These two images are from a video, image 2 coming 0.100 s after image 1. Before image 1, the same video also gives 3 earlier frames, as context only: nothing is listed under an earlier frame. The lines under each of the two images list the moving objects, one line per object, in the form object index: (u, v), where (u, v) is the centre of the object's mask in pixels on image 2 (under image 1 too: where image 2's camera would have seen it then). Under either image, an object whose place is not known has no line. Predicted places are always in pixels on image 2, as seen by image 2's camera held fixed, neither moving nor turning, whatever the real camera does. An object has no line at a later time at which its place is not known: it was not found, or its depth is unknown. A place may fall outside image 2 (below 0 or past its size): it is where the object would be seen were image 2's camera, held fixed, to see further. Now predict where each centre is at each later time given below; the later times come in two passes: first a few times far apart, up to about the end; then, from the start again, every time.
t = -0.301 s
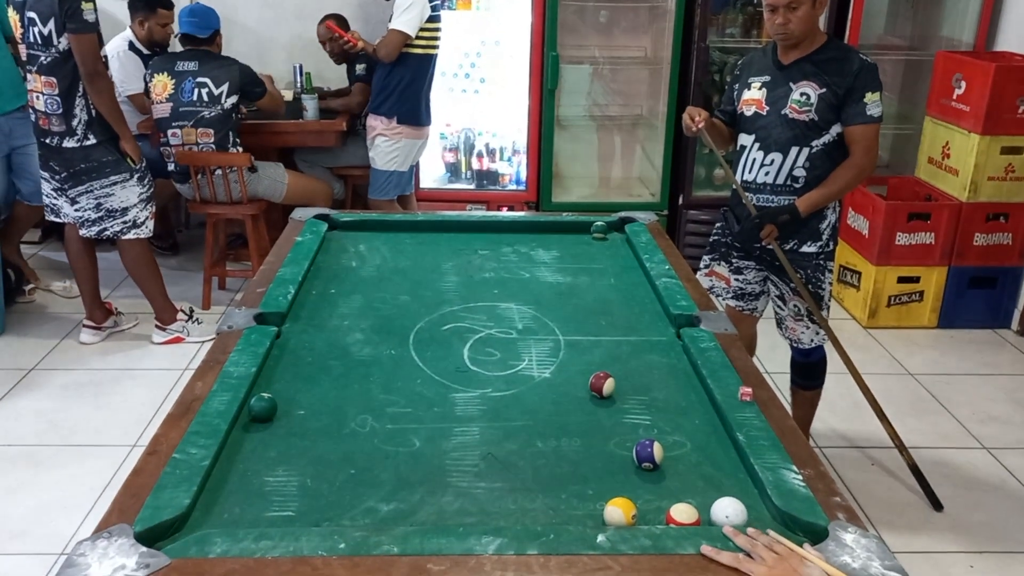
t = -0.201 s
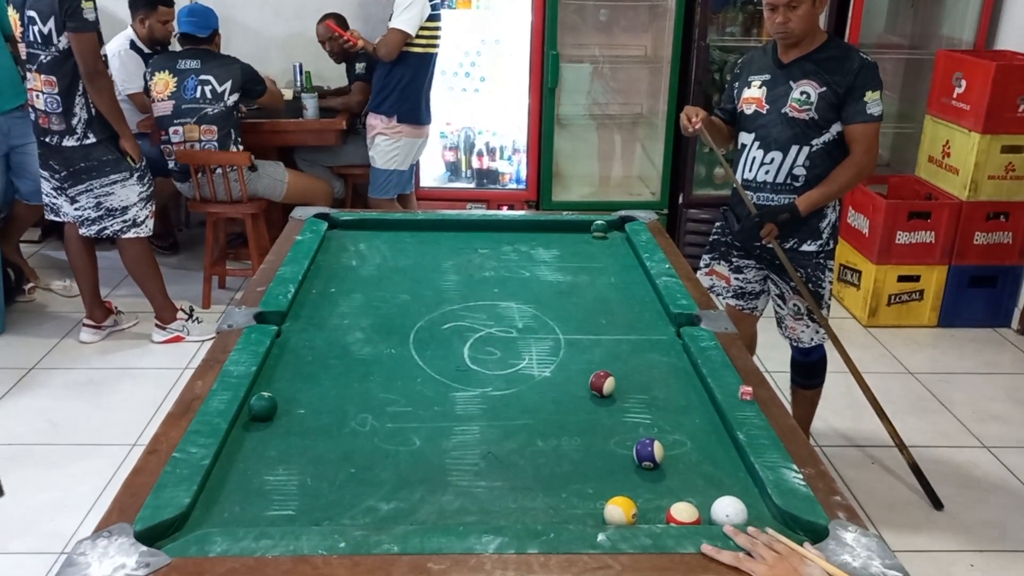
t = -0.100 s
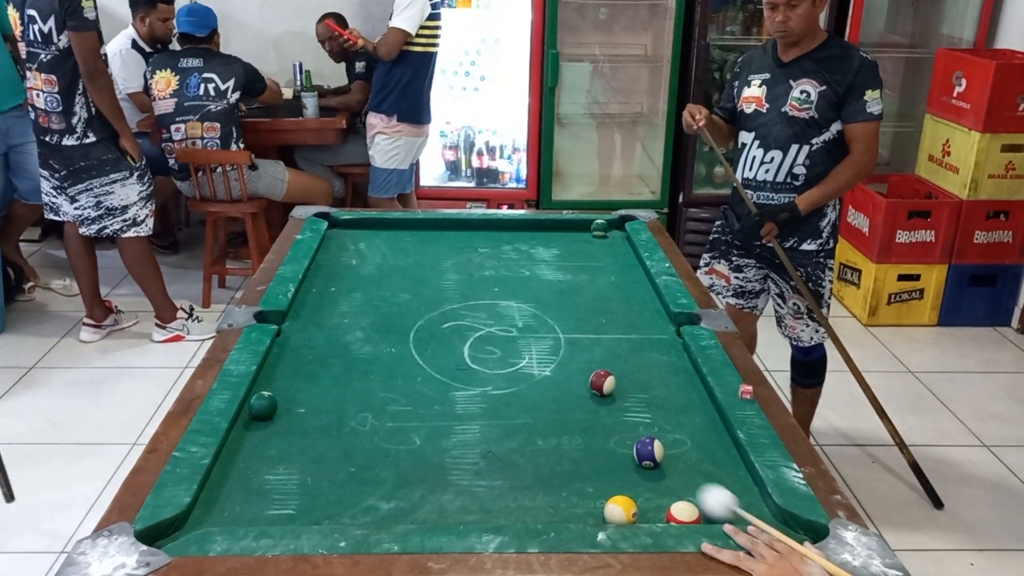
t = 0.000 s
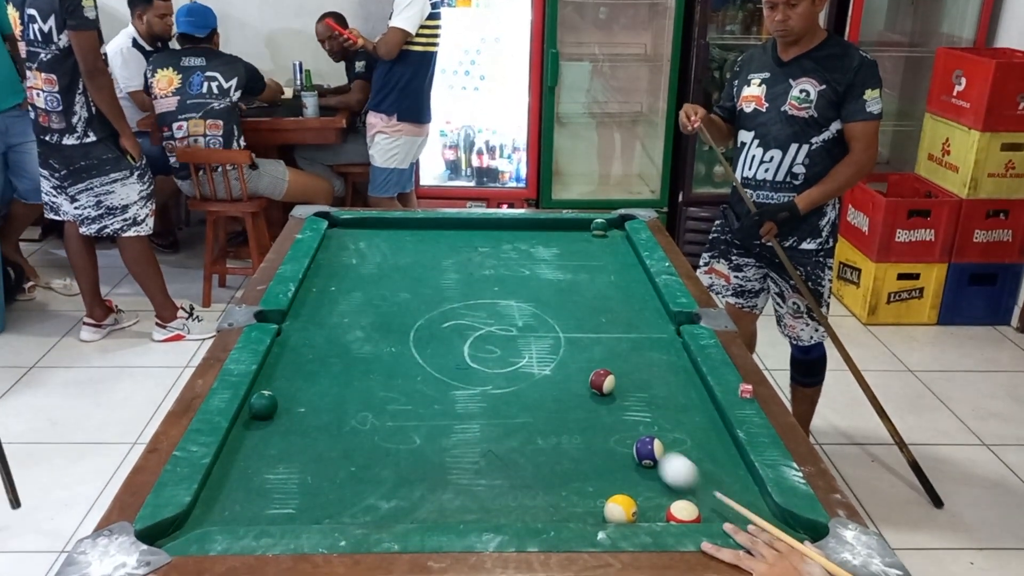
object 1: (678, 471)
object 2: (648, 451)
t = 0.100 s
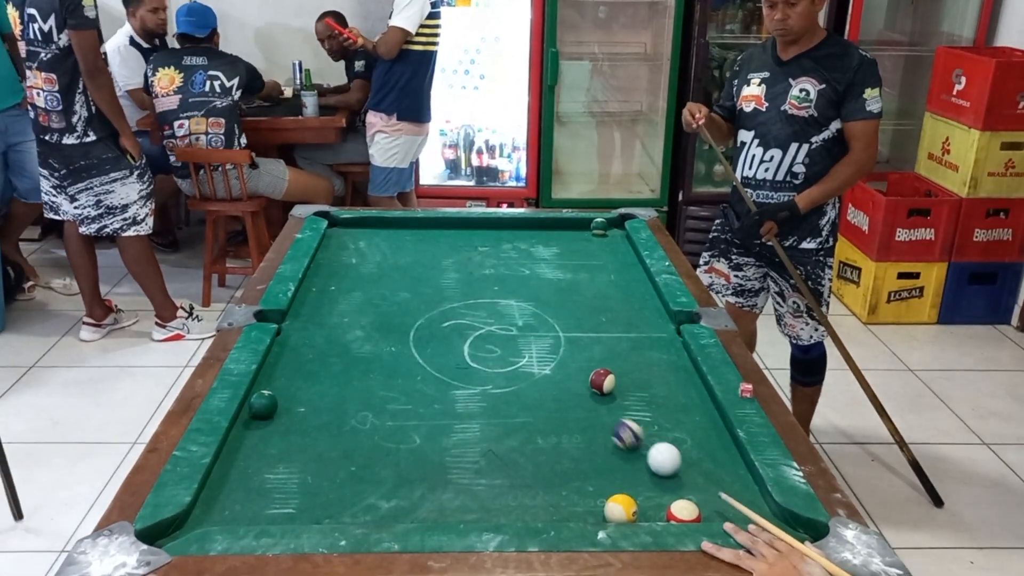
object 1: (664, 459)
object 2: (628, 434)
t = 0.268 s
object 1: (648, 444)
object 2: (591, 408)
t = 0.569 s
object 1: (622, 420)
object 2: (539, 369)
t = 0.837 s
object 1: (604, 403)
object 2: (500, 341)
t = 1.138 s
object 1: (586, 389)
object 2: (465, 313)
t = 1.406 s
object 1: (571, 382)
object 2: (439, 293)
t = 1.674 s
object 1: (559, 377)
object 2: (417, 276)
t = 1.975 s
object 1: (549, 373)
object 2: (396, 259)
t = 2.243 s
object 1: (544, 370)
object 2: (381, 248)
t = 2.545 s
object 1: (542, 370)
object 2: (367, 236)
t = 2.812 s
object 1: (542, 370)
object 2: (355, 226)
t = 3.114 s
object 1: (543, 370)
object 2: (343, 226)
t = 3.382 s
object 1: (543, 370)
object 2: (336, 229)
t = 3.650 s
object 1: (543, 370)
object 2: (339, 232)
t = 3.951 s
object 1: (542, 370)
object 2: (340, 234)
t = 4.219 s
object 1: (542, 370)
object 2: (341, 234)
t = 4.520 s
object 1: (543, 370)
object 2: (341, 233)
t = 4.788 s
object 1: (543, 370)
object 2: (342, 234)
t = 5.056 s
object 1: (543, 370)
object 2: (341, 234)
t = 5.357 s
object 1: (543, 370)
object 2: (342, 234)
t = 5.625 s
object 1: (543, 370)
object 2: (341, 234)
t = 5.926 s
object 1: (543, 370)
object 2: (341, 234)
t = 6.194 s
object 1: (543, 369)
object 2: (341, 234)
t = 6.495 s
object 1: (543, 369)
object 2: (341, 233)
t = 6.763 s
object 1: (544, 370)
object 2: (342, 233)
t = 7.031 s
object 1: (545, 370)
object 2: (343, 233)
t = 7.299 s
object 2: (343, 233)
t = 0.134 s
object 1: (660, 456)
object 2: (620, 430)
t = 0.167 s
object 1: (657, 453)
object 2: (613, 424)
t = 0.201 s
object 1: (654, 450)
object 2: (605, 418)
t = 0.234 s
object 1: (651, 447)
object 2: (598, 413)
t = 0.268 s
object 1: (648, 444)
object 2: (591, 408)
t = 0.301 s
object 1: (644, 441)
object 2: (585, 405)
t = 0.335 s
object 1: (641, 438)
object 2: (579, 398)
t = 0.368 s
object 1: (639, 435)
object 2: (573, 394)
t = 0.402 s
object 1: (636, 433)
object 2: (566, 390)
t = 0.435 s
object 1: (633, 430)
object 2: (560, 385)
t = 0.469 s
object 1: (630, 428)
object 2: (554, 379)
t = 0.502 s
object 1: (628, 425)
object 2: (549, 377)
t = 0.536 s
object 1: (625, 423)
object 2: (544, 373)
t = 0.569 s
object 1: (622, 420)
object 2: (539, 369)
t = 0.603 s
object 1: (620, 418)
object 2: (533, 365)
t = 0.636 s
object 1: (618, 416)
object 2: (528, 361)
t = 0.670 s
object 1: (615, 414)
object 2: (523, 357)
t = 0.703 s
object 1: (613, 411)
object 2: (518, 353)
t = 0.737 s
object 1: (611, 409)
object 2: (513, 350)
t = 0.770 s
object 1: (609, 407)
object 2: (508, 346)
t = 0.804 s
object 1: (607, 405)
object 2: (505, 343)
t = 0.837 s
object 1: (604, 403)
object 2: (500, 341)
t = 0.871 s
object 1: (602, 401)
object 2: (496, 337)
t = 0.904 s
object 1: (600, 399)
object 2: (492, 334)
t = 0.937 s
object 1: (598, 397)
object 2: (488, 330)
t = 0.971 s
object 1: (597, 396)
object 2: (484, 327)
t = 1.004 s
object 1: (595, 394)
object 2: (480, 324)
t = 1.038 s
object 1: (593, 392)
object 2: (475, 321)
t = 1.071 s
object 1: (591, 391)
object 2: (471, 318)
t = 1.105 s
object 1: (588, 390)
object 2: (468, 316)
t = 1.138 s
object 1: (586, 389)
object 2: (465, 313)
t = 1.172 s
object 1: (584, 388)
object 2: (461, 310)
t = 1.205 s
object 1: (582, 387)
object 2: (458, 307)
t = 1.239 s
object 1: (580, 386)
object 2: (455, 305)
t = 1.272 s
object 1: (578, 385)
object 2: (451, 302)
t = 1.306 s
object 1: (576, 385)
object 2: (448, 300)
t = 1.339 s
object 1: (575, 384)
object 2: (445, 297)
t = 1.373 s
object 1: (573, 383)
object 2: (442, 295)
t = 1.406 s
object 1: (571, 382)
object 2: (439, 293)
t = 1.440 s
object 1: (569, 382)
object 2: (437, 291)
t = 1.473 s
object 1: (568, 381)
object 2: (433, 288)
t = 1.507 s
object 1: (566, 380)
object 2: (431, 287)
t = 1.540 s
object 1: (564, 380)
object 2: (428, 284)
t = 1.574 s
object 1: (563, 379)
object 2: (425, 282)
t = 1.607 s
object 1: (562, 378)
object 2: (422, 279)
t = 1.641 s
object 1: (560, 378)
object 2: (419, 277)
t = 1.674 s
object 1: (559, 377)
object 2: (417, 276)
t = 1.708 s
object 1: (558, 377)
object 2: (414, 274)
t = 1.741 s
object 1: (557, 376)
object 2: (413, 272)
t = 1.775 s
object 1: (555, 376)
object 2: (410, 270)
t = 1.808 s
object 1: (555, 375)
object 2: (408, 268)
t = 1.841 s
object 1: (553, 375)
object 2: (406, 266)
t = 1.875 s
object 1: (552, 374)
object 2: (403, 265)
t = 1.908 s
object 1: (551, 374)
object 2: (401, 263)
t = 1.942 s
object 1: (550, 373)
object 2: (399, 261)
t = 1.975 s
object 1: (549, 373)
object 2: (396, 259)
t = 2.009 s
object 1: (549, 373)
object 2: (394, 258)
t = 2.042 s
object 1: (548, 372)
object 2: (392, 256)
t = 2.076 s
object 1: (547, 372)
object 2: (391, 255)
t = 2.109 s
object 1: (547, 372)
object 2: (389, 254)
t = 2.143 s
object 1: (546, 371)
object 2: (387, 252)
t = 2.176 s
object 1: (545, 371)
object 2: (385, 250)
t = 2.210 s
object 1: (545, 371)
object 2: (383, 249)
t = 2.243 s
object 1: (544, 370)
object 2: (381, 248)
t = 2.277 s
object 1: (544, 370)
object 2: (379, 246)
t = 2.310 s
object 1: (543, 370)
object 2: (378, 245)
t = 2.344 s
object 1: (543, 370)
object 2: (376, 243)
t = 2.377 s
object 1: (543, 370)
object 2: (374, 241)
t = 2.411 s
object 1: (543, 370)
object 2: (372, 240)
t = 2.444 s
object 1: (542, 369)
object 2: (371, 239)
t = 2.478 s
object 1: (542, 369)
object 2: (370, 238)
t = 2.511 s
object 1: (542, 370)
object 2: (368, 237)
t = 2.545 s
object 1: (542, 370)
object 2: (367, 236)
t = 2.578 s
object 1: (542, 369)
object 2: (365, 234)
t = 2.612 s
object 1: (542, 369)
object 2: (364, 233)
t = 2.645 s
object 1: (542, 369)
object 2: (362, 232)
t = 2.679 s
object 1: (542, 369)
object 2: (361, 231)
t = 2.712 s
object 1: (542, 370)
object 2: (359, 230)
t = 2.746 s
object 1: (542, 370)
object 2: (358, 229)
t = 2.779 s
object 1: (542, 370)
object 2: (356, 228)
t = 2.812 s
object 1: (542, 370)
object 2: (355, 226)
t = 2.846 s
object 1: (543, 370)
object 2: (354, 226)
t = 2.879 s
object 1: (543, 370)
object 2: (352, 224)
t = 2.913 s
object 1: (543, 370)
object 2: (351, 223)
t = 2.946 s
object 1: (543, 370)
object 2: (350, 223)
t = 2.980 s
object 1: (543, 370)
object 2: (349, 223)
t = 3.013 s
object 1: (543, 370)
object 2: (347, 224)
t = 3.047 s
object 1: (543, 370)
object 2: (346, 224)
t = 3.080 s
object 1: (543, 370)
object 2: (344, 225)
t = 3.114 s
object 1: (543, 370)
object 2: (343, 226)
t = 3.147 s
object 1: (543, 370)
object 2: (341, 226)
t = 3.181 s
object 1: (543, 370)
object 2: (340, 227)
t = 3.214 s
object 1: (543, 370)
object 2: (339, 227)
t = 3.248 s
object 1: (543, 370)
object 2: (337, 228)
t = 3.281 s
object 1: (543, 370)
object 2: (336, 229)
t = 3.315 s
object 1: (543, 370)
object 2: (335, 229)
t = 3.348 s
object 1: (543, 370)
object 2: (335, 229)
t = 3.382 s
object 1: (543, 370)
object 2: (336, 229)
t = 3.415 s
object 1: (543, 370)
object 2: (336, 230)
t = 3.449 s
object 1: (543, 370)
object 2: (337, 230)
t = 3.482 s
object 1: (543, 370)
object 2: (337, 230)
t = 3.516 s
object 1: (543, 370)
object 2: (337, 231)
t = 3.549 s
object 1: (543, 370)
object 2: (338, 231)
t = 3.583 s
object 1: (543, 370)
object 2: (338, 231)
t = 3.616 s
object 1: (543, 370)
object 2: (338, 231)
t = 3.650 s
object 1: (543, 370)
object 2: (339, 232)
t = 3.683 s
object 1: (543, 370)
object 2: (339, 232)
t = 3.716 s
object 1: (542, 370)
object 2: (339, 232)
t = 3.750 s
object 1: (542, 370)
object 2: (339, 233)
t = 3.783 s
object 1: (542, 370)
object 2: (340, 233)
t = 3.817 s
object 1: (542, 370)
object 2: (340, 233)
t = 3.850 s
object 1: (542, 370)
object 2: (340, 233)
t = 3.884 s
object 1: (542, 370)
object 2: (340, 233)
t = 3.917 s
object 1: (543, 370)
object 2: (340, 233)
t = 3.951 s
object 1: (542, 370)
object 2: (340, 234)
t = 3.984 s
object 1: (543, 370)
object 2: (340, 234)
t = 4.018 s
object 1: (543, 370)
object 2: (340, 234)
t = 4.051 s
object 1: (542, 370)
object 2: (341, 234)
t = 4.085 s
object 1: (543, 370)
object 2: (341, 234)
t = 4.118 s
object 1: (542, 370)
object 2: (341, 234)
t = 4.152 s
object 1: (542, 370)
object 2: (341, 234)
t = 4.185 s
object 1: (542, 370)
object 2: (341, 234)
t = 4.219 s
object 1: (542, 370)
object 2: (341, 234)
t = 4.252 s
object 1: (543, 370)
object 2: (341, 234)
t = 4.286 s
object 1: (543, 370)
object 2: (341, 234)
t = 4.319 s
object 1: (542, 369)
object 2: (341, 234)
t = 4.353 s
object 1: (543, 369)
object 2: (341, 234)
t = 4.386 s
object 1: (543, 370)
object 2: (341, 233)
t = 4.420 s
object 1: (543, 370)
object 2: (341, 233)
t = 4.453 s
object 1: (543, 370)
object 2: (341, 233)
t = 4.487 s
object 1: (543, 370)
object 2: (341, 233)
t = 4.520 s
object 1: (543, 370)
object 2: (341, 233)
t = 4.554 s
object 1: (543, 370)
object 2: (341, 234)
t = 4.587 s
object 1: (543, 370)
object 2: (341, 234)
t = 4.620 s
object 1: (543, 370)
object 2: (341, 234)
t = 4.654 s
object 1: (543, 369)
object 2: (341, 233)
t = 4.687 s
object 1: (543, 369)
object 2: (341, 233)
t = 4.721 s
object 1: (543, 370)
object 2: (342, 234)
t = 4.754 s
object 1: (543, 370)
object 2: (341, 234)
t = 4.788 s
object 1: (543, 370)
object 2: (342, 234)
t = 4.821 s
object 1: (543, 370)
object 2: (342, 234)
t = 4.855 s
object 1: (543, 370)
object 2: (341, 234)
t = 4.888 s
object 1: (543, 370)
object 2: (341, 234)
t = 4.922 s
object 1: (543, 370)
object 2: (341, 233)
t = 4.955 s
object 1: (543, 370)
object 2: (341, 234)
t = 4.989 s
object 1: (543, 370)
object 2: (341, 234)
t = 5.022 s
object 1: (543, 370)
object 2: (342, 234)
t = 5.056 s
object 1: (543, 370)
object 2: (341, 234)
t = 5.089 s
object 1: (543, 370)
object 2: (341, 234)
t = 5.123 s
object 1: (543, 370)
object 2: (341, 234)
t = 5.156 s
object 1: (543, 370)
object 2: (341, 234)
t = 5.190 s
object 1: (543, 370)
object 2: (341, 234)
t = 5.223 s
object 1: (543, 370)
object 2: (342, 234)
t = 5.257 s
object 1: (543, 370)
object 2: (342, 234)
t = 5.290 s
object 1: (543, 370)
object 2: (342, 234)
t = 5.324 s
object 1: (543, 370)
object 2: (342, 234)
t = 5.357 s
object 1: (543, 370)
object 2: (342, 234)
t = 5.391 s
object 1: (543, 370)
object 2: (342, 234)
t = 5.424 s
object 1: (543, 370)
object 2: (342, 234)
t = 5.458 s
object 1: (543, 370)
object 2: (341, 234)
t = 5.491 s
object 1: (543, 370)
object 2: (341, 234)
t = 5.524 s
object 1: (543, 370)
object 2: (341, 234)
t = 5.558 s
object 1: (543, 370)
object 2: (341, 234)
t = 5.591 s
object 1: (543, 370)
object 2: (341, 234)
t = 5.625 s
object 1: (543, 370)
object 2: (341, 234)
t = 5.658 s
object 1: (543, 370)
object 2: (341, 234)
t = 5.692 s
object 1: (543, 370)
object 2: (341, 234)
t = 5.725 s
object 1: (544, 370)
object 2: (341, 234)
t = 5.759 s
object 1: (543, 370)
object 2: (342, 234)
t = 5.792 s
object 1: (543, 370)
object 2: (342, 234)
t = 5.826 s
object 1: (543, 370)
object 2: (342, 234)
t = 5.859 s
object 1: (543, 370)
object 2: (341, 234)
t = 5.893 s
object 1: (543, 370)
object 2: (341, 234)
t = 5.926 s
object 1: (543, 370)
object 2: (341, 234)
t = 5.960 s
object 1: (543, 370)
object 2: (341, 234)
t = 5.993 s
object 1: (543, 370)
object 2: (341, 234)
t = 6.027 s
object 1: (543, 369)
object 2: (341, 234)
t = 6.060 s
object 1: (543, 369)
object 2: (341, 234)
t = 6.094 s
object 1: (543, 369)
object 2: (341, 234)
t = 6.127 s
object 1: (543, 370)
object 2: (341, 234)
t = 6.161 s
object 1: (543, 369)
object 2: (341, 233)
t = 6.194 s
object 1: (543, 369)
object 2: (341, 234)
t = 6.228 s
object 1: (543, 369)
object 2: (342, 234)
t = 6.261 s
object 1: (543, 369)
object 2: (341, 234)
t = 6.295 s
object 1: (543, 369)
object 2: (341, 234)
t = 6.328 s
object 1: (543, 369)
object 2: (341, 233)
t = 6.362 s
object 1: (544, 369)
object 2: (342, 233)
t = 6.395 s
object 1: (543, 369)
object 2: (341, 233)
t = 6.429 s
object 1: (543, 369)
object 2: (341, 233)
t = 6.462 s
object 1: (543, 369)
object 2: (341, 233)
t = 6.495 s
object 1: (543, 369)
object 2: (341, 233)
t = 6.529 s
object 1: (543, 370)
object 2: (342, 233)
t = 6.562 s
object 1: (543, 370)
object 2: (341, 233)
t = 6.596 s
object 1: (543, 370)
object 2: (342, 233)
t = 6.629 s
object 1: (543, 370)
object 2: (342, 233)
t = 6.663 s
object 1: (543, 370)
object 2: (342, 233)
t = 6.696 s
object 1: (544, 370)
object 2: (341, 233)
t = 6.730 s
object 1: (544, 370)
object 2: (342, 233)
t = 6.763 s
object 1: (544, 370)
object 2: (342, 233)
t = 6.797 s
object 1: (544, 370)
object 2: (342, 233)
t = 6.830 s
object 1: (544, 370)
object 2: (342, 233)
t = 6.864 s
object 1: (544, 370)
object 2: (342, 233)
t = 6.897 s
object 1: (545, 370)
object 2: (342, 233)
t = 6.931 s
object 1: (545, 370)
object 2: (342, 233)
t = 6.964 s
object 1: (545, 370)
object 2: (342, 233)
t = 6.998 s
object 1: (545, 370)
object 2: (343, 233)
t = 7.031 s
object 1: (545, 370)
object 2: (343, 233)
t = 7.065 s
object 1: (545, 370)
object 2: (343, 233)
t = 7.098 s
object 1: (545, 370)
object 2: (343, 233)
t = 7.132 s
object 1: (545, 370)
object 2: (343, 233)
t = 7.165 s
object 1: (545, 370)
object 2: (343, 233)
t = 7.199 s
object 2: (343, 233)
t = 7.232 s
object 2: (343, 233)
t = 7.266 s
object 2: (343, 233)
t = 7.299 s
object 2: (343, 233)
